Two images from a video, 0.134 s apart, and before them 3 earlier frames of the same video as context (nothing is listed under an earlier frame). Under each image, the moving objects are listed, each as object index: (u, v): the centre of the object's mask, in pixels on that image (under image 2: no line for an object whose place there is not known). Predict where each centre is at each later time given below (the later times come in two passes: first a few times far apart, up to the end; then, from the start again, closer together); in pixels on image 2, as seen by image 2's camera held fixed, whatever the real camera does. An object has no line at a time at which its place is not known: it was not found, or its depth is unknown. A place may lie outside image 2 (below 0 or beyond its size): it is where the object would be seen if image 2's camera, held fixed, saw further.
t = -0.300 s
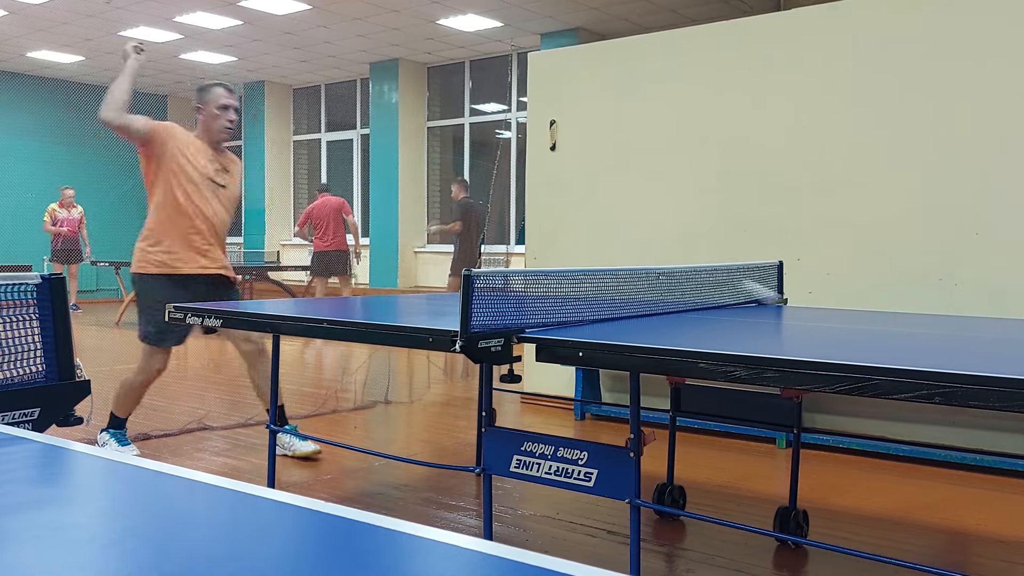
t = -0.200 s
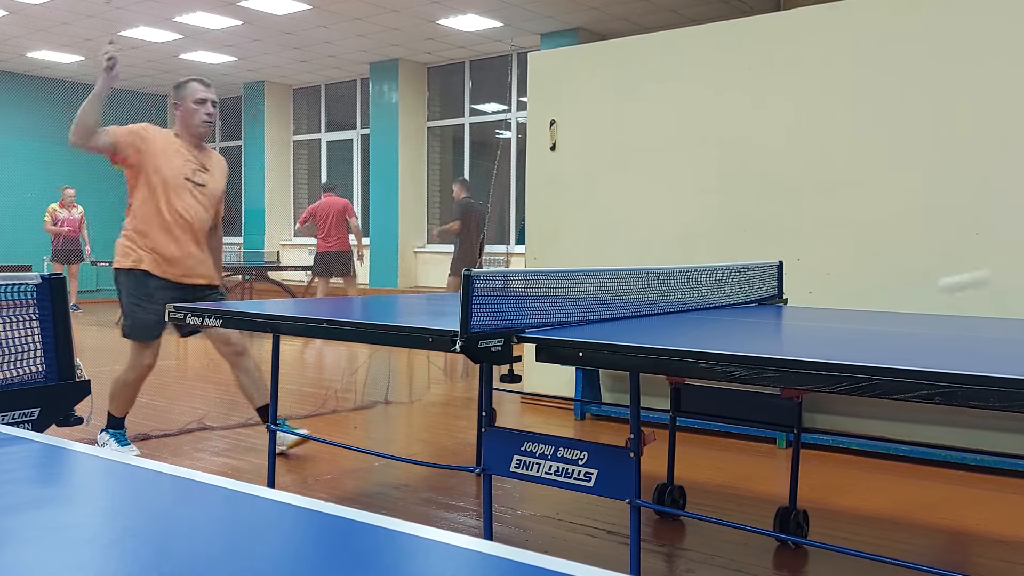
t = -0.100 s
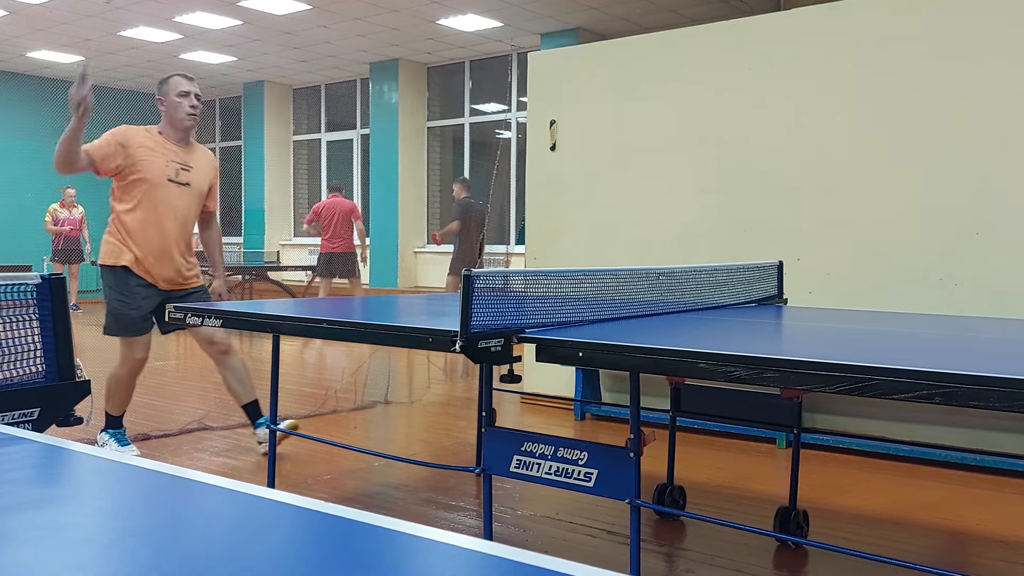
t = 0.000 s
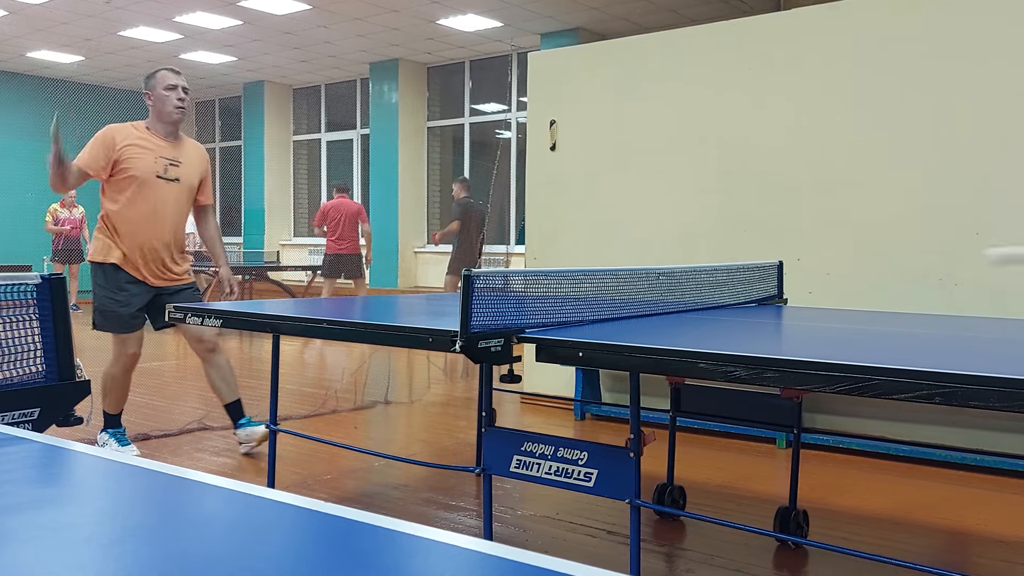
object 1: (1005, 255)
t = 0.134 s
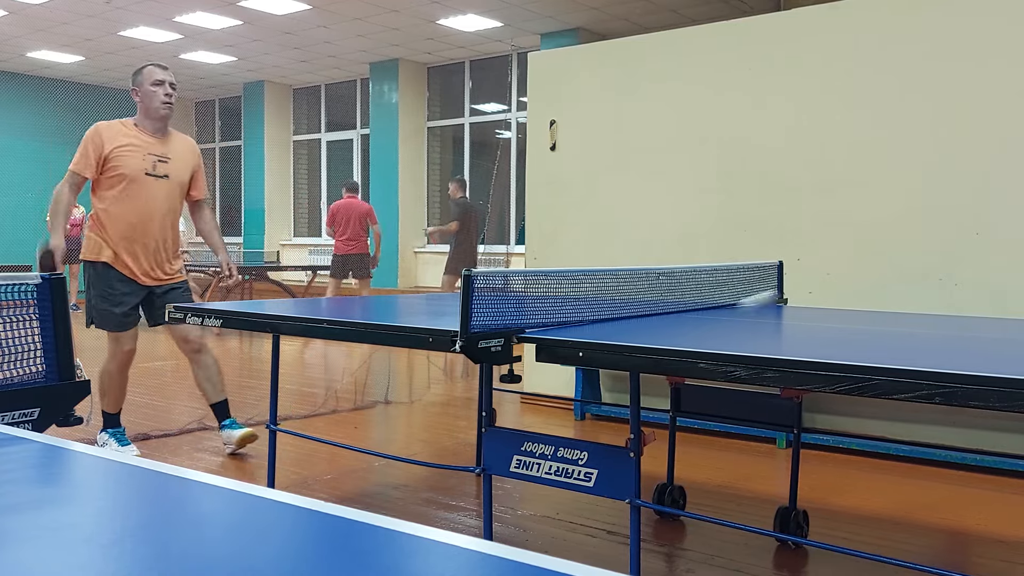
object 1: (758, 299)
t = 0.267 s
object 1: (591, 278)
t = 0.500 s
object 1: (616, 288)
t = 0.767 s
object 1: (659, 296)
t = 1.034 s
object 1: (705, 312)
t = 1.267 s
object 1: (749, 327)
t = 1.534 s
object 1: (805, 322)
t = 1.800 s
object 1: (863, 342)
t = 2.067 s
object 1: (928, 344)
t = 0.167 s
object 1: (705, 316)
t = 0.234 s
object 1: (622, 283)
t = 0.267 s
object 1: (591, 278)
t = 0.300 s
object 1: (589, 287)
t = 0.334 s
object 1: (592, 298)
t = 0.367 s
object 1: (595, 310)
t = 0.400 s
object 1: (601, 304)
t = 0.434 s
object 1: (605, 295)
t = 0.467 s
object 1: (611, 290)
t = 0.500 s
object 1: (616, 288)
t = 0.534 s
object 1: (621, 291)
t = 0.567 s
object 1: (626, 297)
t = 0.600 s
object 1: (632, 308)
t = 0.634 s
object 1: (638, 315)
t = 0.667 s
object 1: (643, 303)
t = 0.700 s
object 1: (648, 297)
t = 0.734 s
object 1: (654, 295)
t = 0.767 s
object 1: (659, 296)
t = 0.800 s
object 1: (664, 302)
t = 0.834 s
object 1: (670, 313)
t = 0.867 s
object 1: (675, 320)
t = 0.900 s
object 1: (681, 309)
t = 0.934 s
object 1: (687, 304)
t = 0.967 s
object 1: (693, 302)
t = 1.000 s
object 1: (699, 305)
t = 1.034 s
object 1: (705, 312)
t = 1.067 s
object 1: (710, 323)
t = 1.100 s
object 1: (717, 318)
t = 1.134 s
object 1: (723, 310)
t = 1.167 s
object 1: (730, 308)
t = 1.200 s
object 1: (736, 310)
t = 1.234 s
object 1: (742, 315)
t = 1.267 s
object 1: (749, 327)
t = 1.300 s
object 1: (756, 323)
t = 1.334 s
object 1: (763, 316)
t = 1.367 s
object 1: (770, 314)
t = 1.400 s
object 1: (776, 316)
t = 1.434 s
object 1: (782, 323)
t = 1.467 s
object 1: (790, 335)
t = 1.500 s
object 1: (797, 327)
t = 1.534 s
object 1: (805, 322)
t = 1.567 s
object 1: (812, 322)
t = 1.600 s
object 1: (819, 327)
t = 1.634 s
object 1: (826, 337)
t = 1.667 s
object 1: (834, 334)
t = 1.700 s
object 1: (841, 329)
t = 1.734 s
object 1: (848, 328)
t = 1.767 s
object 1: (855, 332)
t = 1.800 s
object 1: (863, 342)
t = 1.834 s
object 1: (872, 340)
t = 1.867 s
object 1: (880, 335)
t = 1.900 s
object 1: (887, 334)
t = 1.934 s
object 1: (895, 340)
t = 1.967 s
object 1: (903, 351)
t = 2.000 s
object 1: (912, 344)
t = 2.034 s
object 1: (920, 341)
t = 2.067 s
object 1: (928, 344)
